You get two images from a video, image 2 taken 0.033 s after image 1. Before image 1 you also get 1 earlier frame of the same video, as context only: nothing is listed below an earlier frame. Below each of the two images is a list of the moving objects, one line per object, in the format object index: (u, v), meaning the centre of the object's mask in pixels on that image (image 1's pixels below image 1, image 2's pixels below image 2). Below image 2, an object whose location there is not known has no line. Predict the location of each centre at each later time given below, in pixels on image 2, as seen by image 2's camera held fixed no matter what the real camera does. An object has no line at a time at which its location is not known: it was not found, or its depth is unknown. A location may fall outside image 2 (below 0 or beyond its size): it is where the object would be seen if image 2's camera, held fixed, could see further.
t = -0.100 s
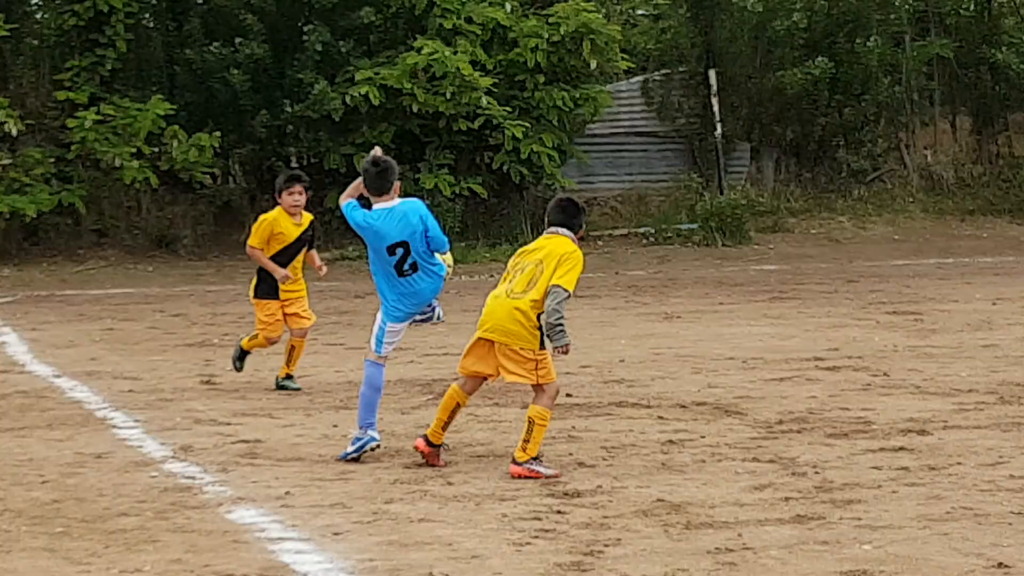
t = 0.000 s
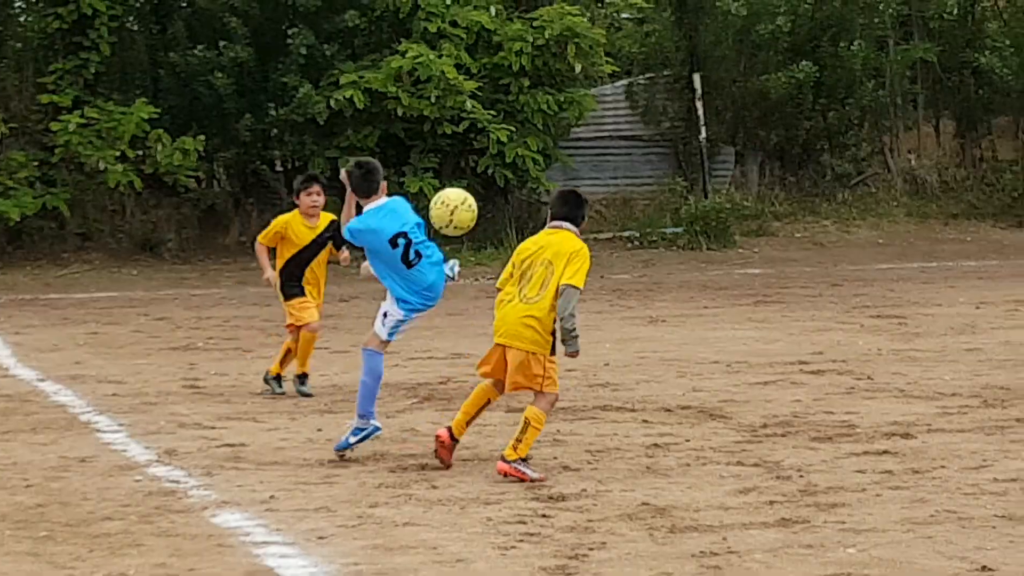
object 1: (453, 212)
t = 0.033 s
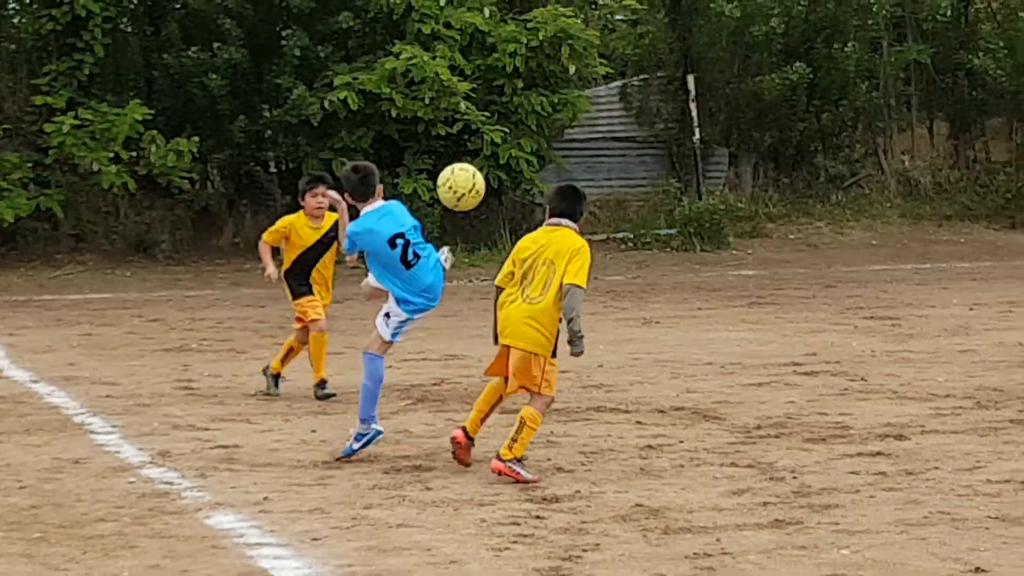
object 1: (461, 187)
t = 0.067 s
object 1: (473, 164)
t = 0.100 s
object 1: (484, 142)
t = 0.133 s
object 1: (496, 123)
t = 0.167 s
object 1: (507, 106)
